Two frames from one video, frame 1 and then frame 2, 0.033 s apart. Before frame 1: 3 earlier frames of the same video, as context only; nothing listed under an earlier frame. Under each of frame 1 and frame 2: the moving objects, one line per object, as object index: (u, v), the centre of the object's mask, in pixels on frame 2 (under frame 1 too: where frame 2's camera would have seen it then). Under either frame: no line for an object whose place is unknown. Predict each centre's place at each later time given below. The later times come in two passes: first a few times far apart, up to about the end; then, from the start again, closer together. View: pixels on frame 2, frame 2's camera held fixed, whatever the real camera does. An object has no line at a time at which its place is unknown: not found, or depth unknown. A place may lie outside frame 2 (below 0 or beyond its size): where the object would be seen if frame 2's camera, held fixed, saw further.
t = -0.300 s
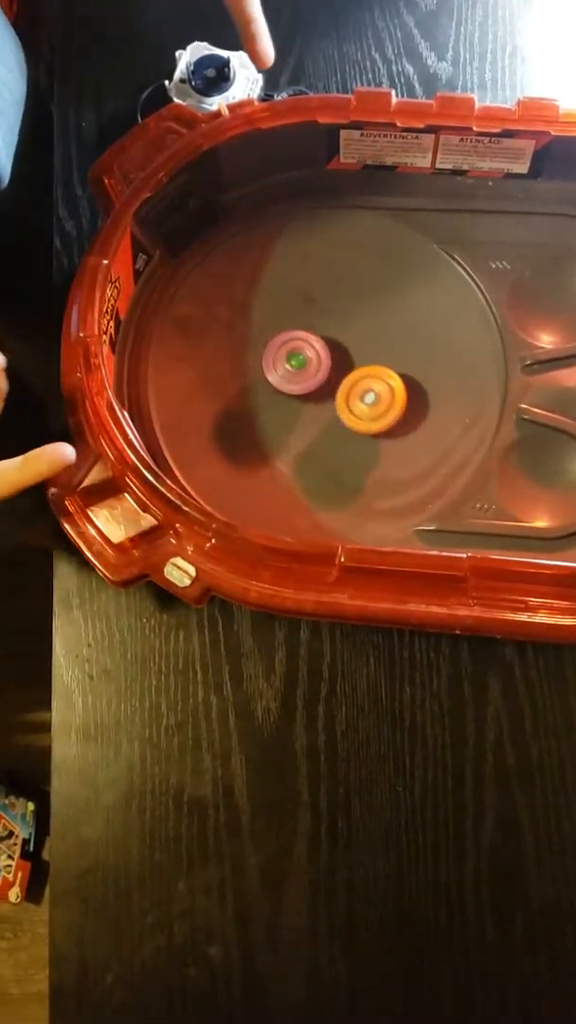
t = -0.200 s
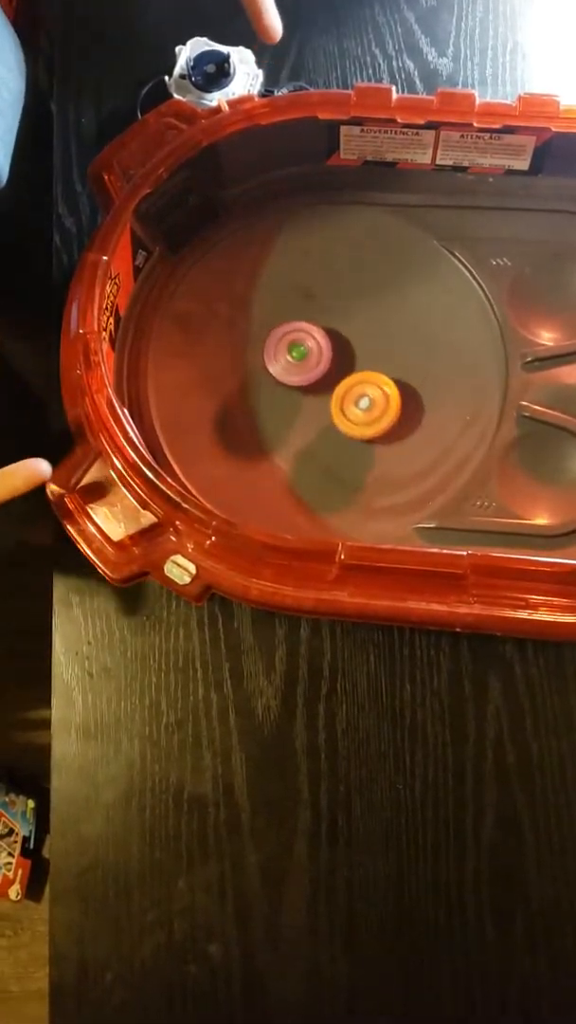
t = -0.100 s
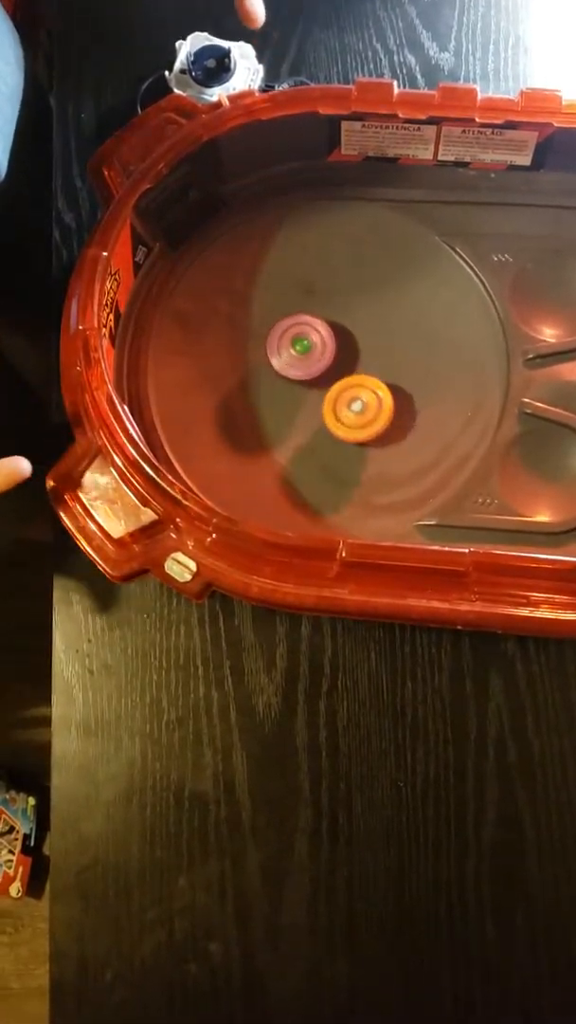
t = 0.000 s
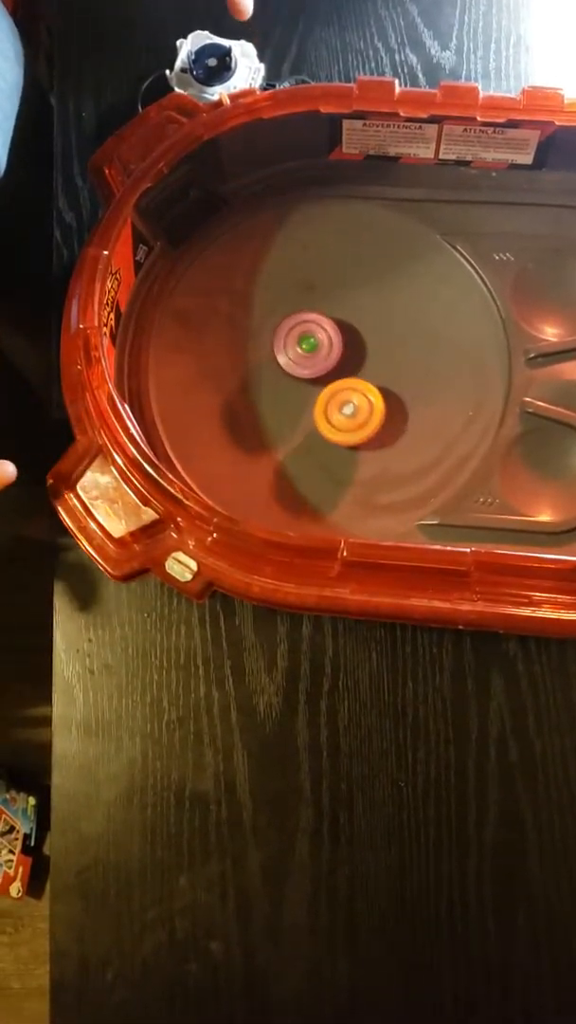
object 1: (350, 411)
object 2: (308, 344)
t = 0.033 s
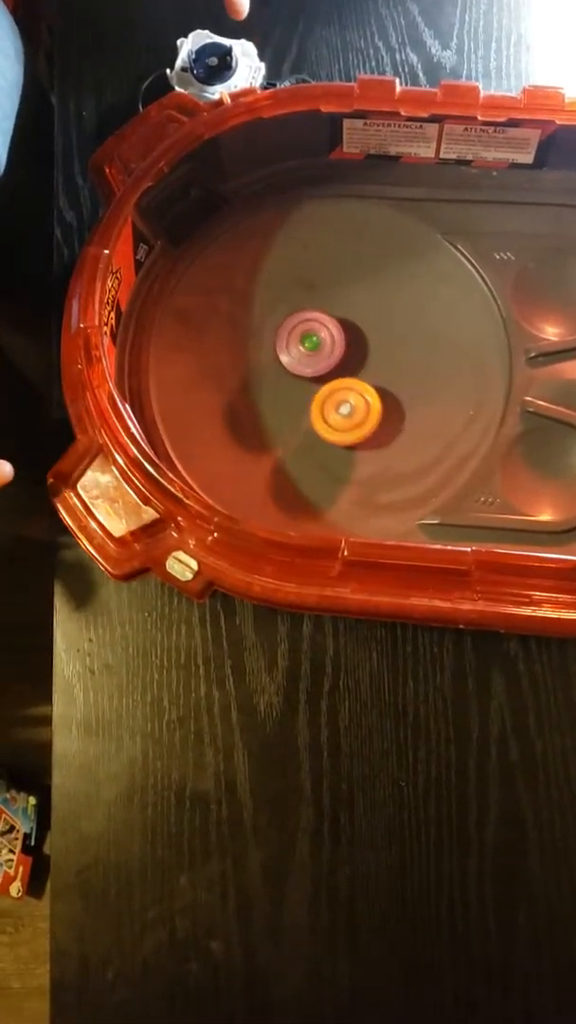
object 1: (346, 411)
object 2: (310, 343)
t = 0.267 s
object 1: (322, 414)
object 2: (327, 332)
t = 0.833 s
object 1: (288, 371)
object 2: (361, 346)
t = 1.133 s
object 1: (298, 346)
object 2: (369, 365)
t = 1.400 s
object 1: (318, 331)
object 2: (370, 382)
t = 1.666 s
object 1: (341, 325)
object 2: (359, 396)
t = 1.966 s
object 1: (364, 335)
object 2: (331, 400)
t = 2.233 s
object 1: (374, 356)
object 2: (305, 391)
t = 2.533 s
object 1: (365, 382)
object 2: (292, 367)
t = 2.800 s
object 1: (350, 400)
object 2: (291, 342)
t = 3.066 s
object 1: (331, 406)
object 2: (313, 329)
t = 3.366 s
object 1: (313, 397)
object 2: (351, 328)
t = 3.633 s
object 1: (306, 375)
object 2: (375, 341)
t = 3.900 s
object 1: (306, 354)
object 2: (379, 366)
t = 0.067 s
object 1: (342, 411)
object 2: (313, 342)
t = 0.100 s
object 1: (339, 411)
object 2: (316, 342)
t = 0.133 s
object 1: (335, 412)
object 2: (318, 341)
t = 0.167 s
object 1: (331, 413)
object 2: (319, 339)
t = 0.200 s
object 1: (328, 414)
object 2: (322, 336)
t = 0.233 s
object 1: (325, 414)
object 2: (324, 334)
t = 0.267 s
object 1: (322, 414)
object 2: (327, 332)
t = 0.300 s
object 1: (319, 413)
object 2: (329, 332)
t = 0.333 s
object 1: (316, 412)
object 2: (330, 331)
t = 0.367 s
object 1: (313, 410)
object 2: (331, 330)
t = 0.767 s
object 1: (289, 377)
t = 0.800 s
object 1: (288, 374)
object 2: (360, 343)
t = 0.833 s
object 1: (288, 371)
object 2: (361, 346)
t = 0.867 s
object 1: (288, 368)
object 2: (362, 348)
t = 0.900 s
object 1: (288, 365)
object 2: (363, 350)
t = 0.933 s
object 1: (289, 362)
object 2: (364, 352)
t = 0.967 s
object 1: (290, 359)
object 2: (366, 354)
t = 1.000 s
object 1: (291, 356)
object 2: (368, 357)
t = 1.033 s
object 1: (292, 353)
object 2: (369, 360)
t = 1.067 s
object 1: (294, 351)
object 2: (369, 362)
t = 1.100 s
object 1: (295, 349)
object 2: (369, 364)
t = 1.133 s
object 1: (298, 346)
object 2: (369, 365)
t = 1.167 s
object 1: (299, 343)
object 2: (370, 368)
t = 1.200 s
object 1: (302, 341)
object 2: (371, 370)
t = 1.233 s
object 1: (304, 339)
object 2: (371, 373)
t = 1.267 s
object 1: (307, 338)
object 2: (371, 375)
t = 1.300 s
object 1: (309, 336)
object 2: (370, 377)
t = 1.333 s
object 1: (312, 334)
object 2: (370, 379)
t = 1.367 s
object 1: (314, 333)
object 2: (370, 380)
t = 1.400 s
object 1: (318, 331)
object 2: (370, 382)
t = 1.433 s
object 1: (321, 329)
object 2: (369, 384)
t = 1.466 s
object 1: (324, 328)
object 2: (368, 386)
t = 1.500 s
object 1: (327, 327)
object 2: (366, 389)
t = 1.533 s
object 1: (331, 326)
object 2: (365, 391)
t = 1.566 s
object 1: (333, 325)
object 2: (363, 392)
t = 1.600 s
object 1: (336, 325)
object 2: (362, 393)
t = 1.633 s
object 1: (338, 325)
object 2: (361, 394)
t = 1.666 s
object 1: (341, 325)
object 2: (359, 396)
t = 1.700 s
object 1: (344, 325)
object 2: (356, 397)
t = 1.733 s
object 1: (348, 325)
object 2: (353, 398)
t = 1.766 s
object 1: (351, 325)
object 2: (350, 400)
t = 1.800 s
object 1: (354, 326)
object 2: (347, 401)
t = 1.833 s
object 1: (356, 327)
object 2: (344, 401)
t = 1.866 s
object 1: (358, 329)
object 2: (341, 401)
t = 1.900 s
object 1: (360, 330)
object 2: (338, 400)
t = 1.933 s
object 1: (362, 333)
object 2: (335, 400)
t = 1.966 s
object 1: (364, 335)
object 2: (331, 400)
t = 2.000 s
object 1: (366, 336)
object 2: (327, 400)
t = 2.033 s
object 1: (368, 339)
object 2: (323, 400)
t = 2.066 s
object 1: (370, 341)
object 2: (320, 399)
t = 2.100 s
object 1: (371, 344)
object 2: (316, 398)
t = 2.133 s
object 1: (372, 347)
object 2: (313, 396)
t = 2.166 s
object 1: (372, 350)
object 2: (310, 394)
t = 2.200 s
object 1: (373, 353)
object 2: (308, 392)
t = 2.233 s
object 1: (374, 356)
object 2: (305, 391)
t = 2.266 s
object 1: (374, 360)
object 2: (302, 389)
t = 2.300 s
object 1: (374, 363)
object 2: (300, 387)
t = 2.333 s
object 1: (373, 366)
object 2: (298, 384)
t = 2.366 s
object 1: (372, 369)
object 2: (296, 382)
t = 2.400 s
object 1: (371, 372)
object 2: (295, 379)
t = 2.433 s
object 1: (370, 374)
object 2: (294, 376)
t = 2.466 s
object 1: (368, 377)
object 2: (293, 374)
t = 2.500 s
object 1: (366, 379)
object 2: (292, 370)
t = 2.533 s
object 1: (365, 382)
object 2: (292, 367)
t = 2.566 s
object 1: (363, 384)
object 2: (291, 363)
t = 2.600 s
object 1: (361, 386)
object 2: (291, 360)
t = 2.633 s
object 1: (360, 389)
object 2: (290, 357)
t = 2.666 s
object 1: (359, 392)
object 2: (289, 353)
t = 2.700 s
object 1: (357, 395)
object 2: (289, 349)
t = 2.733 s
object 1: (355, 397)
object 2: (289, 346)
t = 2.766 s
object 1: (352, 399)
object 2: (290, 344)
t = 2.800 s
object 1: (350, 400)
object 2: (291, 342)
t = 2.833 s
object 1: (348, 401)
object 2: (293, 341)
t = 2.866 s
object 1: (345, 401)
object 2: (295, 340)
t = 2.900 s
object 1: (343, 401)
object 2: (298, 339)
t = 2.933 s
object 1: (340, 401)
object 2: (301, 339)
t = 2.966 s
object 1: (337, 402)
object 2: (305, 337)
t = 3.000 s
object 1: (335, 405)
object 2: (307, 333)
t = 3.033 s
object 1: (333, 406)
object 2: (310, 331)
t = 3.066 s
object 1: (331, 406)
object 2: (313, 329)
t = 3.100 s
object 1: (328, 406)
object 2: (316, 328)
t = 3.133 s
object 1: (326, 406)
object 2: (320, 328)
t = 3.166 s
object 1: (324, 405)
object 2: (324, 328)
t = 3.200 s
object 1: (322, 403)
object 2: (328, 328)
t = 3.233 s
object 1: (320, 402)
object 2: (333, 329)
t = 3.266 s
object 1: (319, 400)
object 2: (337, 330)
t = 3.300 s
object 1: (317, 400)
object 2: (342, 329)
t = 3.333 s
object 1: (314, 398)
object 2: (347, 328)
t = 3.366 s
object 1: (313, 397)
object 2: (351, 328)
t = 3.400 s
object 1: (312, 394)
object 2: (355, 329)
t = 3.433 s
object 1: (311, 392)
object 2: (358, 329)
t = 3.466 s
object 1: (310, 389)
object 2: (361, 331)
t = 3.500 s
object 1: (310, 386)
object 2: (363, 333)
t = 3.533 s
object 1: (310, 383)
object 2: (366, 335)
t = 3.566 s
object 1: (308, 381)
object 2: (369, 337)
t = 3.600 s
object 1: (307, 378)
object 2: (372, 338)
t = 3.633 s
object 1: (306, 375)
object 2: (375, 341)
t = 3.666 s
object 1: (306, 372)
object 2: (376, 343)
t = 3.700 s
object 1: (306, 370)
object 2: (378, 346)
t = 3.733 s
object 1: (306, 367)
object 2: (378, 348)
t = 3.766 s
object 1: (306, 364)
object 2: (379, 352)
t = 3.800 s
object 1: (306, 361)
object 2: (379, 355)
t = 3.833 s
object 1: (306, 359)
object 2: (380, 359)
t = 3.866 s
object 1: (306, 356)
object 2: (379, 362)
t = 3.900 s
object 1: (306, 354)
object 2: (379, 366)
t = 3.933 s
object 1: (306, 351)
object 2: (378, 370)
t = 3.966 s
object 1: (307, 348)
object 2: (377, 374)
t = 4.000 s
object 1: (308, 346)
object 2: (376, 378)
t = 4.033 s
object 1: (310, 344)
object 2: (374, 382)
